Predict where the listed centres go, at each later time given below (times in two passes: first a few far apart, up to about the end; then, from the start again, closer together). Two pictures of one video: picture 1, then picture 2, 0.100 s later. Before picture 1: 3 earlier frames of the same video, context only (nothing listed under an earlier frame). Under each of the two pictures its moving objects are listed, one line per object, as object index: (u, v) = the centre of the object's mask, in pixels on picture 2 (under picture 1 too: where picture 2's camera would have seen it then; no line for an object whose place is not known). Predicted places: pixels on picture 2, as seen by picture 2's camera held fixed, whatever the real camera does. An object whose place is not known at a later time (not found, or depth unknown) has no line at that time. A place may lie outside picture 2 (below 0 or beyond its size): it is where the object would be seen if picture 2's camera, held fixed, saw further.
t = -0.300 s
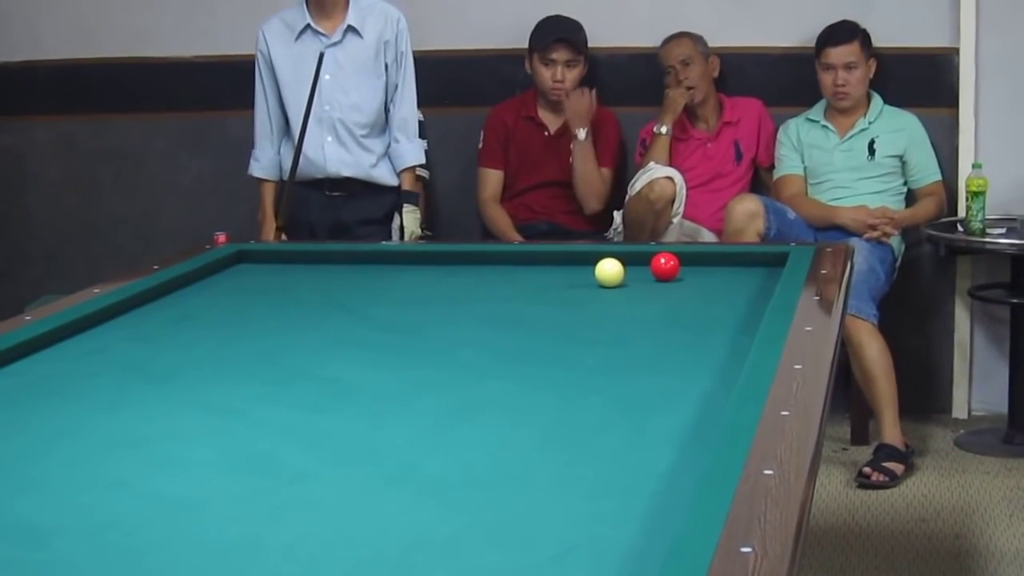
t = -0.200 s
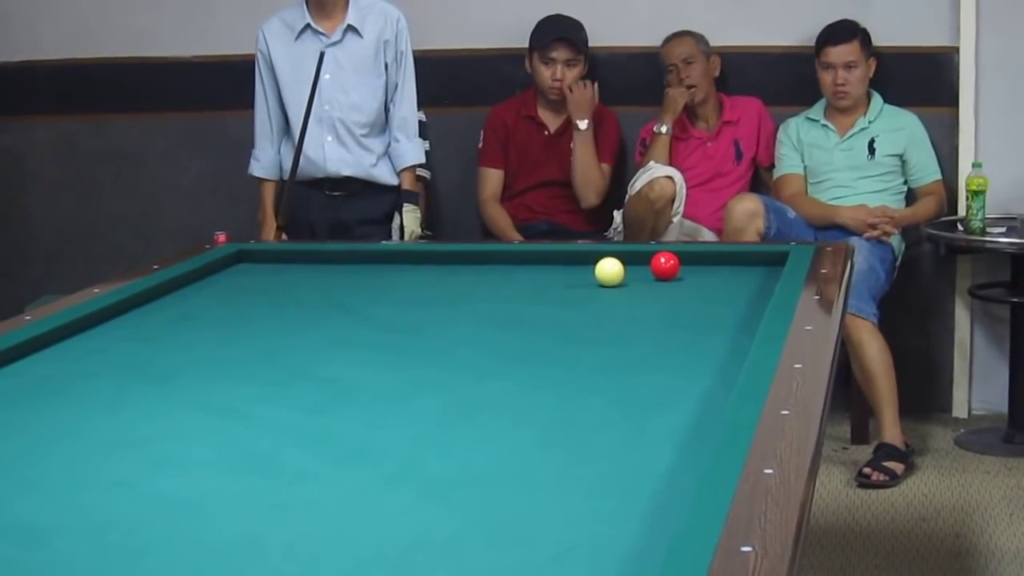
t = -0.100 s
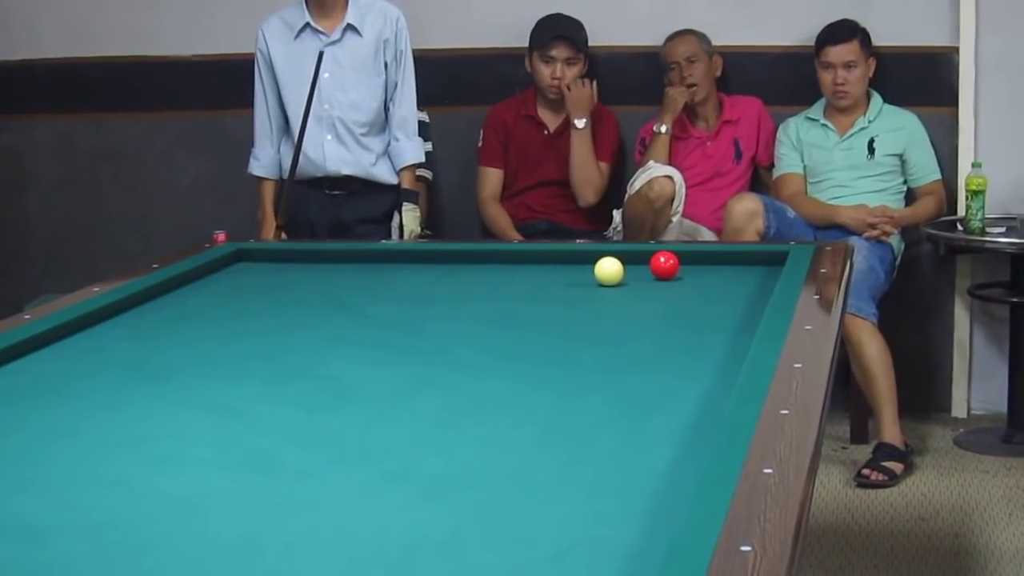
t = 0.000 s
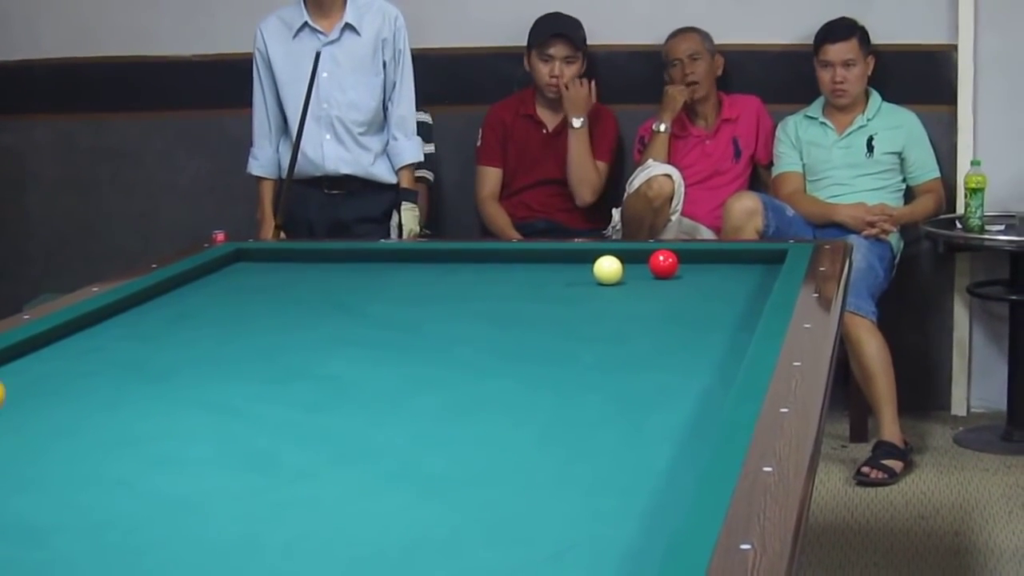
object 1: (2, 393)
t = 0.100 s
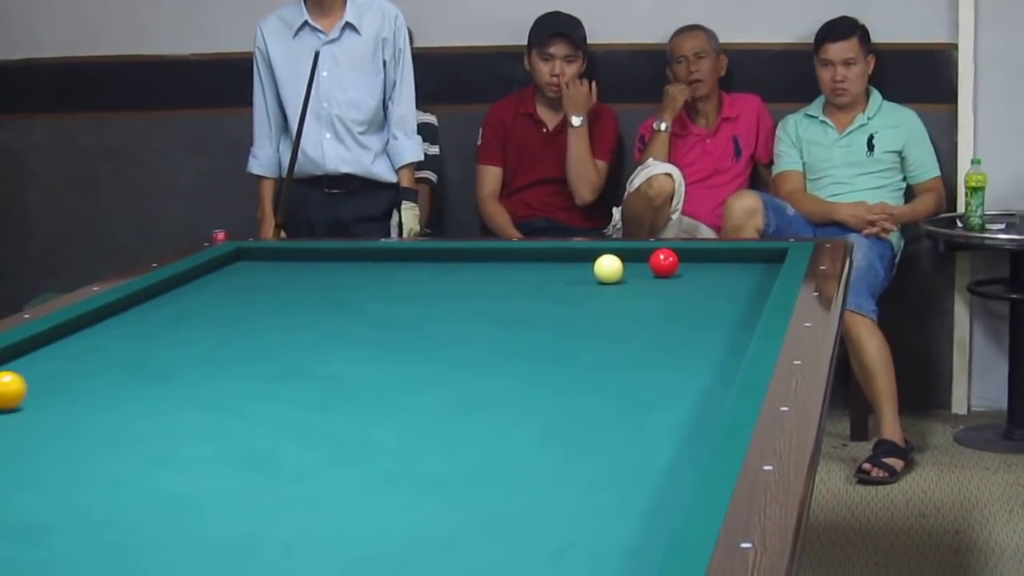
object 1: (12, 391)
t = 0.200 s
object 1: (26, 386)
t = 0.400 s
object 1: (65, 377)
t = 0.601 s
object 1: (102, 369)
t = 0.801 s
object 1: (136, 362)
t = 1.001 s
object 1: (169, 354)
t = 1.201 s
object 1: (199, 347)
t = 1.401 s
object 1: (227, 340)
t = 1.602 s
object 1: (256, 334)
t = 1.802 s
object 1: (282, 328)
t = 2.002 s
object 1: (306, 323)
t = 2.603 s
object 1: (370, 309)
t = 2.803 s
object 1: (390, 304)
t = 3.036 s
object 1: (412, 298)
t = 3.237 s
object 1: (429, 295)
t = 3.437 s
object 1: (445, 291)
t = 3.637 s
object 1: (460, 287)
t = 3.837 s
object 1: (475, 284)
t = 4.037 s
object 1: (487, 281)
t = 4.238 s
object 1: (499, 279)
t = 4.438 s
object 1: (511, 276)
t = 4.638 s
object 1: (521, 273)
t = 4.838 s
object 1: (531, 271)
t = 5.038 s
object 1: (540, 269)
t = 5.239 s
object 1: (548, 267)
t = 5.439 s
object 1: (556, 265)
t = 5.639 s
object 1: (563, 263)
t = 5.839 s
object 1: (570, 261)
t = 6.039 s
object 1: (575, 260)
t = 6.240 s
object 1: (580, 259)
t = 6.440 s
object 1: (584, 257)
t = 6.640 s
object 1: (587, 256)
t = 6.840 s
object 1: (590, 254)
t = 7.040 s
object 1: (593, 253)
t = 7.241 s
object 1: (595, 252)
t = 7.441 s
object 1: (597, 251)
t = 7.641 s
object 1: (598, 251)
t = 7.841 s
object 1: (598, 251)
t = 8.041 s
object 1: (597, 250)
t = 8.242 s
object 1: (597, 251)
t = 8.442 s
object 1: (597, 250)
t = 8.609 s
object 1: (597, 250)
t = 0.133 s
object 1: (15, 389)
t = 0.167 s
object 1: (20, 387)
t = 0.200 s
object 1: (26, 386)
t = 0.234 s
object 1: (33, 385)
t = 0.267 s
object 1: (39, 383)
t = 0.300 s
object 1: (46, 382)
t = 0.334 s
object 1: (52, 380)
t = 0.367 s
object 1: (59, 378)
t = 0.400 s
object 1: (65, 377)
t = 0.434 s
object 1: (70, 376)
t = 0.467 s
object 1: (77, 374)
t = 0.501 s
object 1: (84, 373)
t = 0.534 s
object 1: (90, 372)
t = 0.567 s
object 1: (96, 370)
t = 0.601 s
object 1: (102, 369)
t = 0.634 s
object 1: (108, 368)
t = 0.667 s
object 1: (114, 367)
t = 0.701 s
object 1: (119, 365)
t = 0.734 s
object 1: (125, 364)
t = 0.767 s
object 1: (131, 363)
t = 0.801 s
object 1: (136, 362)
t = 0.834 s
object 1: (142, 360)
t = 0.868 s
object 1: (147, 359)
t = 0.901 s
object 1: (152, 358)
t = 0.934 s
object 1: (158, 356)
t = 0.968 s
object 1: (163, 355)
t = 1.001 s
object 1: (169, 354)
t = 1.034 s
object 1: (174, 353)
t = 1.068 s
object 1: (179, 352)
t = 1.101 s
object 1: (184, 351)
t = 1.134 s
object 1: (189, 349)
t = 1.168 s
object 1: (194, 348)
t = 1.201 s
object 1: (199, 347)
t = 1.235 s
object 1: (204, 346)
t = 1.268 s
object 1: (209, 345)
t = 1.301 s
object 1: (213, 344)
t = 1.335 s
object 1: (218, 343)
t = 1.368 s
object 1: (223, 341)
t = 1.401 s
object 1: (227, 340)
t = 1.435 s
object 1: (233, 339)
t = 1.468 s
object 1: (237, 338)
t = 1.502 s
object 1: (242, 337)
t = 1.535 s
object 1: (247, 336)
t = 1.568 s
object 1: (252, 335)
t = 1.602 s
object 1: (256, 334)
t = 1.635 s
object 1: (261, 333)
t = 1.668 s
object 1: (265, 332)
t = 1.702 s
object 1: (269, 331)
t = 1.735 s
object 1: (274, 330)
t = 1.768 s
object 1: (278, 329)
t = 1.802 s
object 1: (282, 328)
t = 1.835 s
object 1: (286, 327)
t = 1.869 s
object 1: (290, 326)
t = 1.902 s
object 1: (294, 326)
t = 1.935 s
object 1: (298, 325)
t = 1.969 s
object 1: (302, 324)
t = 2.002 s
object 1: (306, 323)
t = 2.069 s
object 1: (313, 321)
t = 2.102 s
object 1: (318, 320)
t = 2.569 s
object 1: (367, 309)
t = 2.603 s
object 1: (370, 309)
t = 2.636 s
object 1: (374, 307)
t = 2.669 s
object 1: (377, 307)
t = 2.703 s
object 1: (381, 306)
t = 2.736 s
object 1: (384, 305)
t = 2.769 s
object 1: (387, 305)
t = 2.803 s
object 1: (390, 304)
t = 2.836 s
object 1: (394, 303)
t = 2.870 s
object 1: (397, 302)
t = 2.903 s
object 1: (400, 301)
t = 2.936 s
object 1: (403, 300)
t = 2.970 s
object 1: (407, 300)
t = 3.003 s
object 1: (409, 299)
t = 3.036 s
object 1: (412, 298)
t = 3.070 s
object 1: (415, 298)
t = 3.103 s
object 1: (418, 297)
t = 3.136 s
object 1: (421, 296)
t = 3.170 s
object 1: (423, 296)
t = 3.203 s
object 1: (426, 295)
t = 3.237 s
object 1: (429, 295)
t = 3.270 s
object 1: (432, 294)
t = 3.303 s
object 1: (435, 293)
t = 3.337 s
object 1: (437, 292)
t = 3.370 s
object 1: (440, 292)
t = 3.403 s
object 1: (443, 291)
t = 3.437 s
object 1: (445, 291)
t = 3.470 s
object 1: (448, 290)
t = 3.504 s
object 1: (450, 289)
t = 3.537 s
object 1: (453, 289)
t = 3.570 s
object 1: (456, 288)
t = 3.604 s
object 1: (458, 288)
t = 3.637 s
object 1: (460, 287)
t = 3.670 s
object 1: (463, 287)
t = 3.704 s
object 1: (465, 286)
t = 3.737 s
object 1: (467, 285)
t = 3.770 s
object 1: (470, 285)
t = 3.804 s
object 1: (472, 285)
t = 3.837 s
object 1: (475, 284)
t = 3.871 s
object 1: (477, 284)
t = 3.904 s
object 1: (479, 283)
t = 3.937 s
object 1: (481, 282)
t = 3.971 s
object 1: (483, 282)
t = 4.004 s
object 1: (485, 281)
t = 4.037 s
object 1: (487, 281)
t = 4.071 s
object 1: (490, 280)
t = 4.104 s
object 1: (491, 280)
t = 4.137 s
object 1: (493, 280)
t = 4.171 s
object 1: (495, 279)
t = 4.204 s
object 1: (497, 279)
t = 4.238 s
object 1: (499, 279)
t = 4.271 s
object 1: (501, 278)
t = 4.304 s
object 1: (503, 278)
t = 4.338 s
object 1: (505, 277)
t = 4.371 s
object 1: (507, 277)
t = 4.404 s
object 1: (509, 276)
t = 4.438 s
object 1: (511, 276)
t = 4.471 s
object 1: (512, 275)
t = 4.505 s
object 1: (514, 275)
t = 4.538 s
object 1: (516, 274)
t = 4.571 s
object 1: (518, 274)
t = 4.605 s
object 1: (520, 273)
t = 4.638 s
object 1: (521, 273)
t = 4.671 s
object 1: (523, 273)
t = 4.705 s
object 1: (525, 273)
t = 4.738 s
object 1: (526, 272)
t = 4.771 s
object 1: (528, 272)
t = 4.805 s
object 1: (529, 271)
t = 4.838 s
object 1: (531, 271)
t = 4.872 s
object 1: (533, 271)
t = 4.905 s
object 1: (534, 270)
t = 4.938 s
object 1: (536, 270)
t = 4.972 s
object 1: (537, 270)
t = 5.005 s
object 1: (538, 269)
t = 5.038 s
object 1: (540, 269)
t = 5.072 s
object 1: (541, 269)
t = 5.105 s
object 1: (543, 268)
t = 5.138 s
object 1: (544, 268)
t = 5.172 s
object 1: (546, 268)
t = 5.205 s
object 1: (547, 268)
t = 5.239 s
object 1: (548, 267)
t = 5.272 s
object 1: (549, 267)
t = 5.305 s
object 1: (551, 266)
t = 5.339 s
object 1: (552, 266)
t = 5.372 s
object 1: (553, 266)
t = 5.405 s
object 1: (554, 265)
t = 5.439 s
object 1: (556, 265)
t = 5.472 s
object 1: (557, 265)
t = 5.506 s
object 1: (558, 264)
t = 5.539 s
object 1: (560, 264)
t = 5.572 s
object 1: (561, 264)
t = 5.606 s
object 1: (562, 264)
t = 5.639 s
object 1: (563, 263)
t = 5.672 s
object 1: (564, 263)
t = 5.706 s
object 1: (565, 263)
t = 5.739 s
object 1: (566, 263)
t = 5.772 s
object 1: (568, 262)
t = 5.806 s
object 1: (569, 262)
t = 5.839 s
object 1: (570, 261)
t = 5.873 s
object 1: (570, 261)
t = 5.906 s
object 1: (571, 262)
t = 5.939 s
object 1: (572, 261)
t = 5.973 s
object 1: (573, 261)
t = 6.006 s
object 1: (574, 260)
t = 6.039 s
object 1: (575, 260)
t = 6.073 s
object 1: (576, 260)
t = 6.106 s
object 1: (577, 260)
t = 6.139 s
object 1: (578, 259)
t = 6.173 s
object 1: (579, 259)
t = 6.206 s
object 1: (579, 259)
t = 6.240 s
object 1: (580, 259)
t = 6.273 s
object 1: (581, 259)
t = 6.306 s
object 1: (582, 258)
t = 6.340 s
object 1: (582, 258)
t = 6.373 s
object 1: (583, 258)
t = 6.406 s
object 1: (584, 258)
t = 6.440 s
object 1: (584, 257)
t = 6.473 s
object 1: (585, 257)
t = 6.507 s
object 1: (585, 257)
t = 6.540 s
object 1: (586, 257)
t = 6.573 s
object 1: (586, 256)
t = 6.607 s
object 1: (587, 256)
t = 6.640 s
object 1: (587, 256)
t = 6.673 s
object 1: (588, 256)
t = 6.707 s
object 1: (588, 255)
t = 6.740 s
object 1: (588, 255)
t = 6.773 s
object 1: (589, 255)
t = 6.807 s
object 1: (589, 255)
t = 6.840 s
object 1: (590, 254)
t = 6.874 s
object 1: (590, 254)
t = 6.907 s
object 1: (591, 253)
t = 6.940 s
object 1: (591, 253)
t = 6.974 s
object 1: (592, 253)
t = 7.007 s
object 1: (592, 253)
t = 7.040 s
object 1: (593, 253)
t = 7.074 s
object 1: (593, 253)
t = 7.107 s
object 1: (594, 252)
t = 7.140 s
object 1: (594, 252)
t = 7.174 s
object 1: (594, 252)
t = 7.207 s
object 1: (595, 252)
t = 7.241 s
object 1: (595, 252)
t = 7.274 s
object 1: (595, 252)
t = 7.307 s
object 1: (596, 252)
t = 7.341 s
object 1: (596, 252)
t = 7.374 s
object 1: (596, 252)
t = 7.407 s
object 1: (597, 251)
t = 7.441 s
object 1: (597, 251)
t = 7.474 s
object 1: (597, 251)
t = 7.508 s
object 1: (597, 251)
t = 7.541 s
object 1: (597, 251)
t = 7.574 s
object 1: (597, 251)
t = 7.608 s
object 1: (598, 251)
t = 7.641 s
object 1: (598, 251)
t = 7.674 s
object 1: (598, 251)
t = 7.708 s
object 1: (598, 251)
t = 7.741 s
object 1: (598, 251)
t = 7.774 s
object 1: (598, 250)
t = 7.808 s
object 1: (598, 251)
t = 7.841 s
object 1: (598, 251)
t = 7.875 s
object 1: (598, 251)
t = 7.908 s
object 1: (598, 251)
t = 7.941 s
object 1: (598, 251)
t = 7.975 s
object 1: (597, 251)
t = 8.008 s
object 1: (598, 250)
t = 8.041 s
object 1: (597, 250)
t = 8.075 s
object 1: (597, 250)
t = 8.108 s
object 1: (597, 250)
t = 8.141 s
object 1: (597, 251)
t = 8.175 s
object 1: (597, 251)
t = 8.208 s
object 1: (597, 251)
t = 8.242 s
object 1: (597, 251)
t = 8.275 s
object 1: (597, 251)
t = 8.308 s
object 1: (597, 251)
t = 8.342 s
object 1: (597, 250)
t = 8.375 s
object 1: (597, 251)
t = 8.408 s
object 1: (597, 251)
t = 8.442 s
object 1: (597, 250)
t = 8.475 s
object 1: (597, 250)
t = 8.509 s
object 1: (597, 251)
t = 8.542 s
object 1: (597, 250)
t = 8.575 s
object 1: (597, 250)
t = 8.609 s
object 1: (597, 250)
